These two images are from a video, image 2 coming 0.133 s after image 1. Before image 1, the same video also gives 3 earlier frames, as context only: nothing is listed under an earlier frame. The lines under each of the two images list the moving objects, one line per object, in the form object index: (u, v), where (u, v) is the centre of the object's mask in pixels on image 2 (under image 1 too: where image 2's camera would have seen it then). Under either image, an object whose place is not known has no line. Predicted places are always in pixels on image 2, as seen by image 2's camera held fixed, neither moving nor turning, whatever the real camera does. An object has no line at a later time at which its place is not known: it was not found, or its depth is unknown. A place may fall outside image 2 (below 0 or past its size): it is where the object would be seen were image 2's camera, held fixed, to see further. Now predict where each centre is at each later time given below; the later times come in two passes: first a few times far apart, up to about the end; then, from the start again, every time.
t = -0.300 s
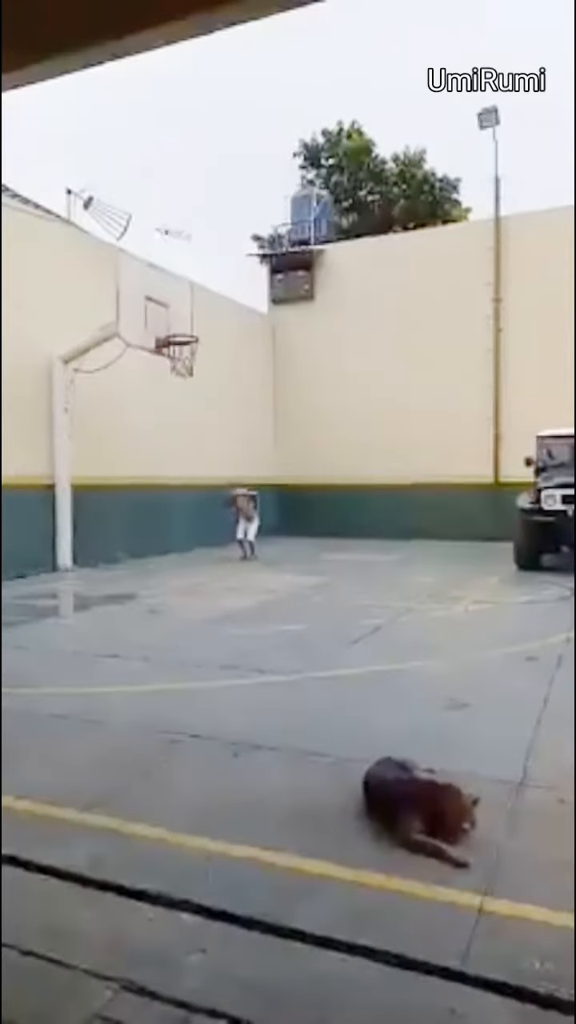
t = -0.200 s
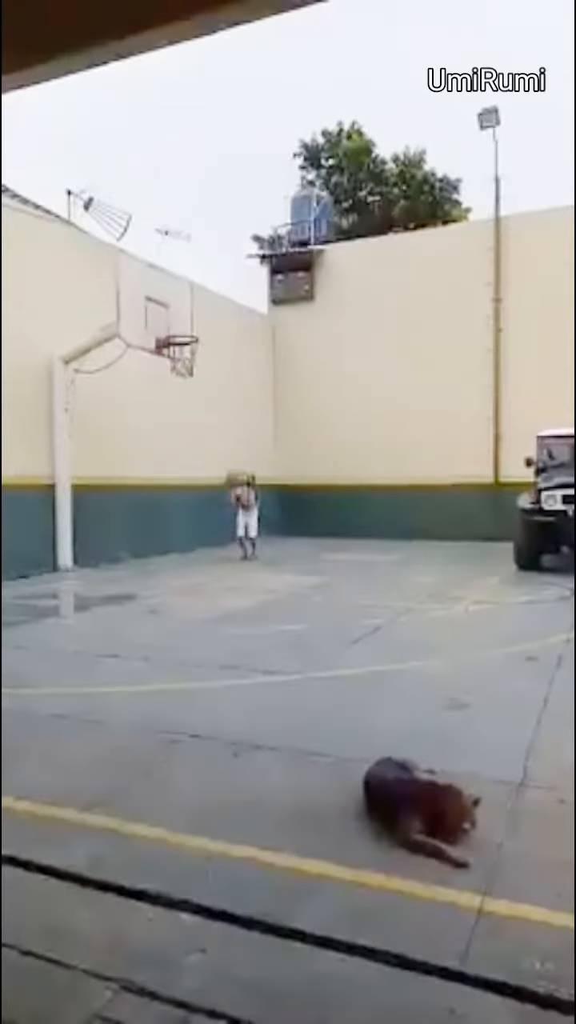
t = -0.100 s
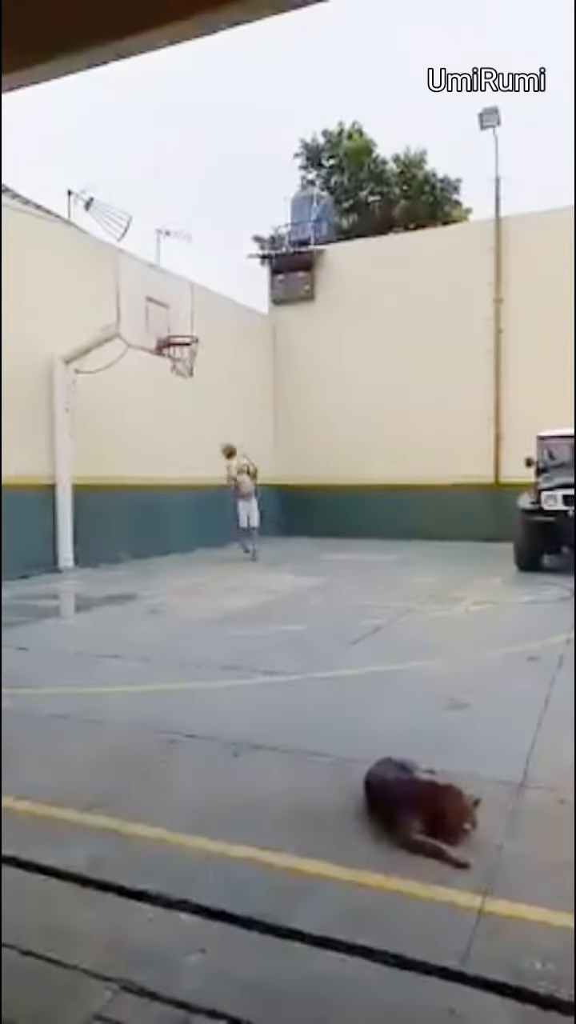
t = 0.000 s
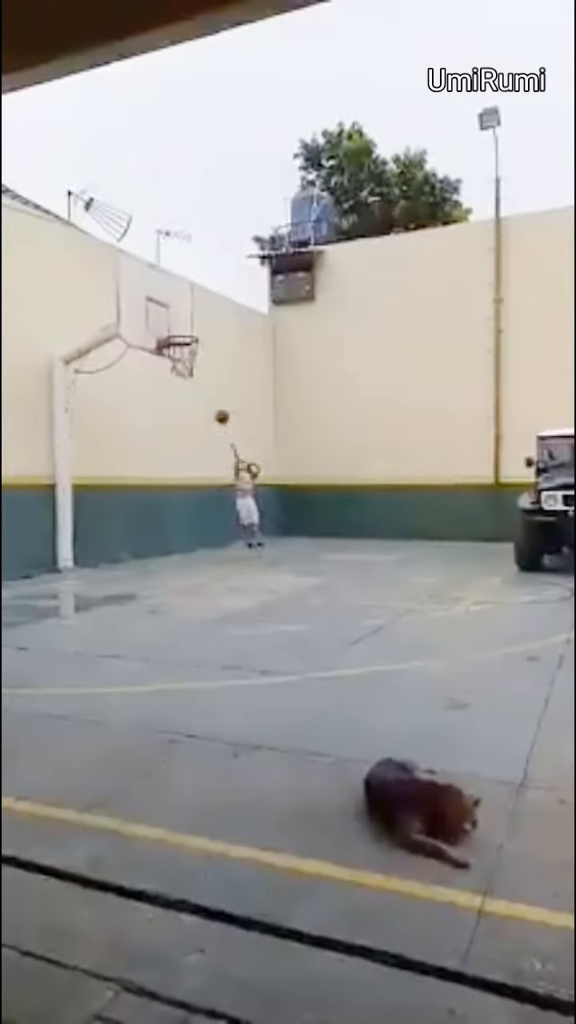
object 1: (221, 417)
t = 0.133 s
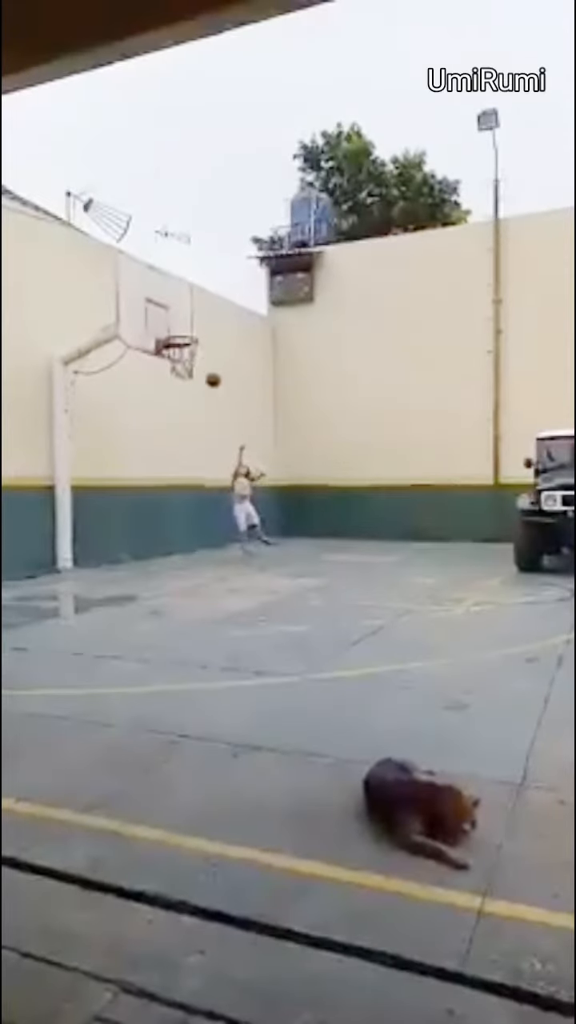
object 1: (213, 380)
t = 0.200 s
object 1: (208, 364)
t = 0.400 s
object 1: (195, 334)
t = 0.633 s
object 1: (180, 332)
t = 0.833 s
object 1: (181, 348)
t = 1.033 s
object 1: (193, 369)
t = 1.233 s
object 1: (200, 410)
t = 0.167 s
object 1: (210, 371)
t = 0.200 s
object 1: (208, 364)
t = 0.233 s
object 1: (206, 357)
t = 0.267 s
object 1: (204, 351)
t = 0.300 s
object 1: (202, 346)
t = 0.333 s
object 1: (200, 341)
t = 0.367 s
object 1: (198, 337)
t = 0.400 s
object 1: (195, 334)
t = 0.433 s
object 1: (193, 333)
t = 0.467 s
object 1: (191, 330)
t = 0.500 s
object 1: (188, 328)
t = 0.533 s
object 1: (186, 329)
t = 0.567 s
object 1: (184, 329)
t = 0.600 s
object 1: (182, 330)
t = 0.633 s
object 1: (180, 332)
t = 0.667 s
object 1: (177, 333)
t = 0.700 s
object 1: (176, 334)
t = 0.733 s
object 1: (175, 334)
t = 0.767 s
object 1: (177, 336)
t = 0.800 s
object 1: (179, 342)
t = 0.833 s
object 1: (181, 348)
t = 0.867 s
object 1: (186, 354)
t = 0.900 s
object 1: (189, 358)
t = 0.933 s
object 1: (190, 359)
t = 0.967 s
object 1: (192, 362)
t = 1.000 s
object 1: (192, 365)
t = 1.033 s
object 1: (193, 369)
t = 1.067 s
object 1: (194, 374)
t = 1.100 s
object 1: (196, 380)
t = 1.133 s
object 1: (196, 387)
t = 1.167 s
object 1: (197, 394)
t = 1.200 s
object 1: (198, 401)
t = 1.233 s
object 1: (200, 410)
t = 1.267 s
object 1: (200, 419)
